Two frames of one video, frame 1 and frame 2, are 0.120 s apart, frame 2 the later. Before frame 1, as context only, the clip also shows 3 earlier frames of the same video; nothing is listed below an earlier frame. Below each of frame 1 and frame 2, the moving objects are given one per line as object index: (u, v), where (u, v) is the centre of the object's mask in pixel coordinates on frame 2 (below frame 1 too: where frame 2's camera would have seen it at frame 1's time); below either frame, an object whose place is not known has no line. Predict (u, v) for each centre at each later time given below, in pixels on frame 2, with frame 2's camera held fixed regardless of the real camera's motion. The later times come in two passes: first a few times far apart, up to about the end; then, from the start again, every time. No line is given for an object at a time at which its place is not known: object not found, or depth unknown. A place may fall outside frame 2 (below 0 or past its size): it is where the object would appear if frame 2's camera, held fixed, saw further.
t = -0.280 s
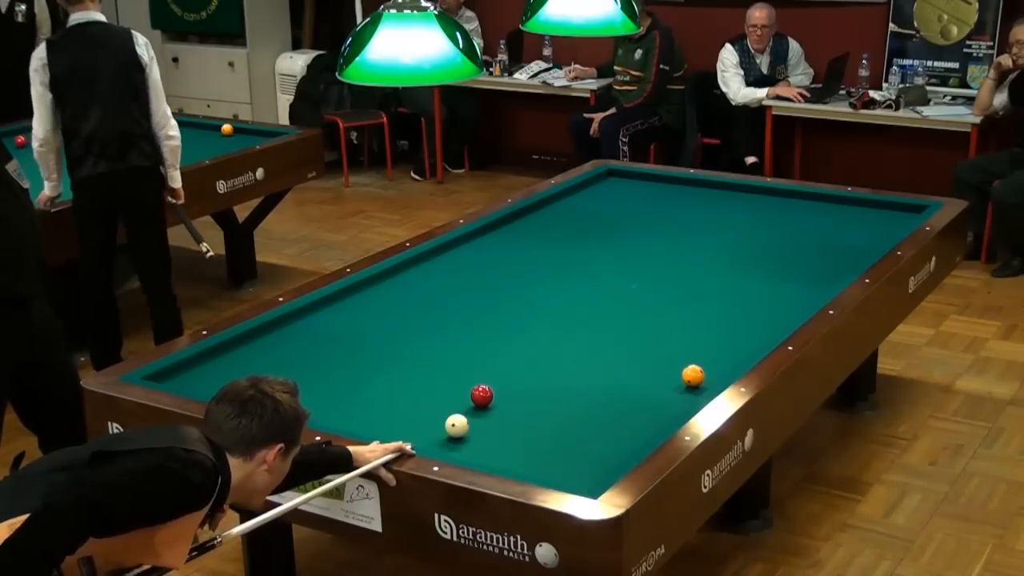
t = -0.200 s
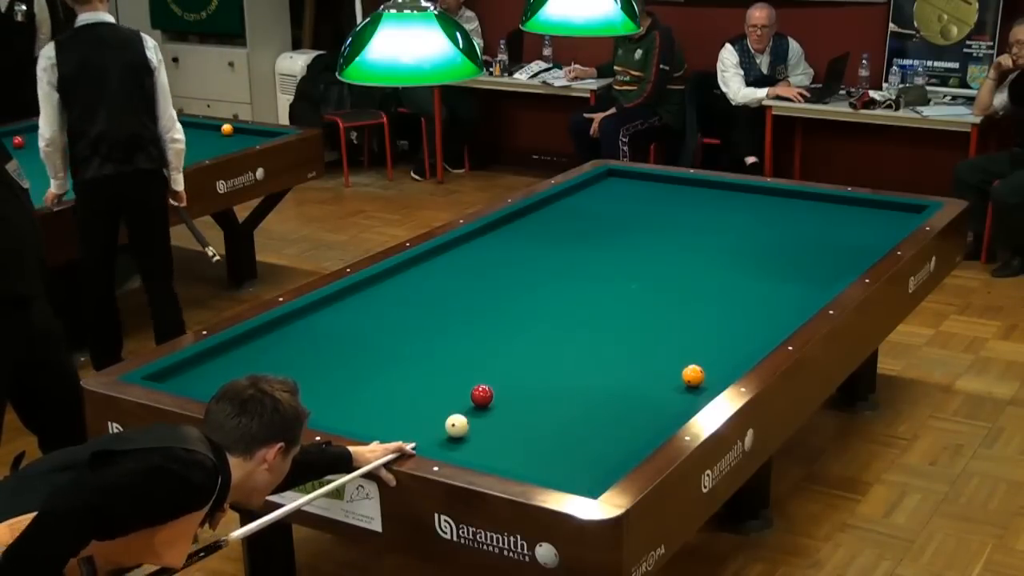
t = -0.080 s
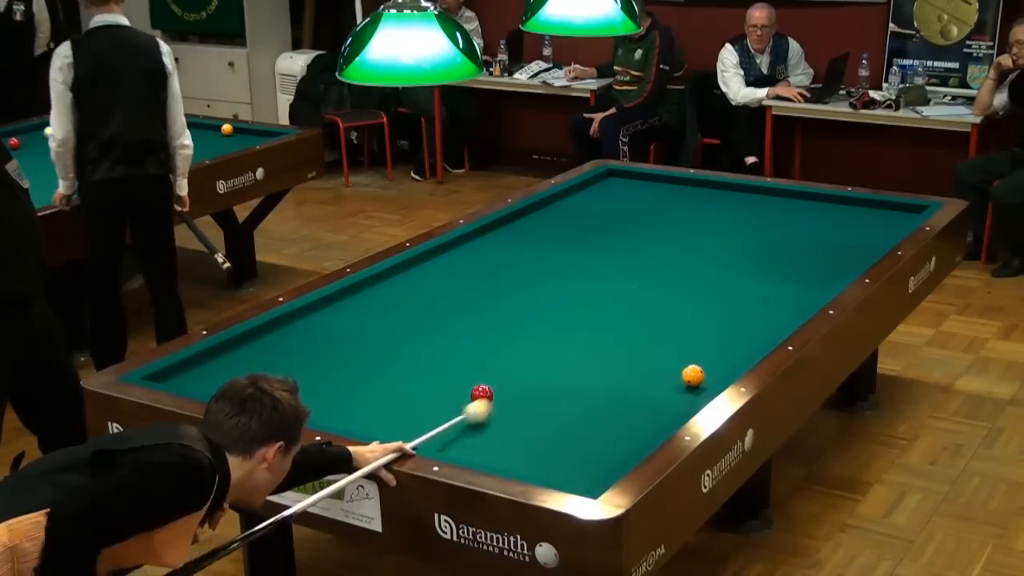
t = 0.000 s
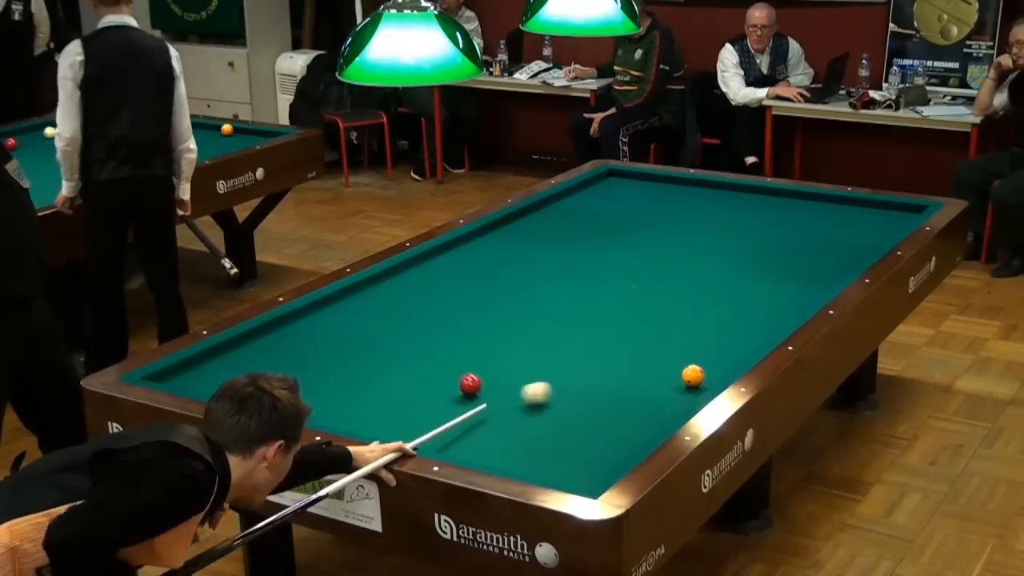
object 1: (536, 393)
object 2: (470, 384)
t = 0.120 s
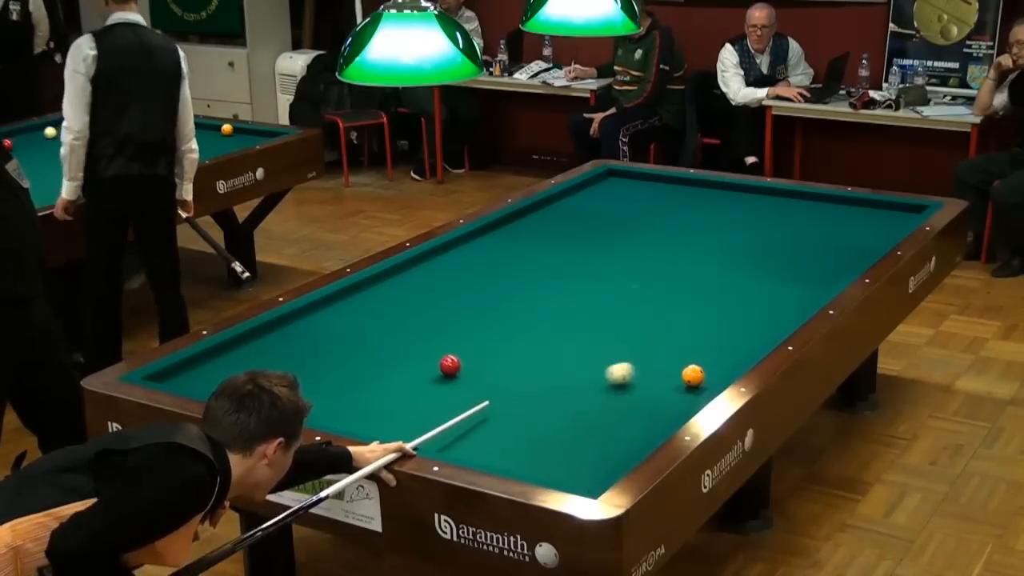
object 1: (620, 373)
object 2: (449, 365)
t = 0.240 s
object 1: (689, 354)
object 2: (433, 350)
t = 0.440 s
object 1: (768, 323)
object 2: (410, 327)
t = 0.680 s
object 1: (779, 281)
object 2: (384, 303)
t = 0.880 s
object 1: (790, 252)
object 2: (366, 285)
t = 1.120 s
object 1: (801, 222)
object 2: (411, 280)
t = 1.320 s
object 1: (809, 199)
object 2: (448, 276)
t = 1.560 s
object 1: (755, 204)
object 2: (490, 272)
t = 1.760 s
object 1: (704, 210)
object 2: (524, 269)
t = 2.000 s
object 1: (643, 217)
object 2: (564, 265)
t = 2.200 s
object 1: (592, 222)
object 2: (596, 262)
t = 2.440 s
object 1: (530, 229)
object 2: (634, 258)
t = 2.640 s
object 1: (478, 235)
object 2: (664, 255)
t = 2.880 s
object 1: (467, 250)
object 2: (699, 252)
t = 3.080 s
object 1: (461, 263)
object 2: (727, 249)
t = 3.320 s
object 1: (453, 280)
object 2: (760, 246)
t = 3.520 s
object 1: (446, 296)
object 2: (787, 244)
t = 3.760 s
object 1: (437, 315)
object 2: (817, 240)
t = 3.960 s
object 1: (429, 332)
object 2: (842, 238)
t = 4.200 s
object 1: (419, 354)
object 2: (871, 235)
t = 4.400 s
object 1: (410, 373)
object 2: (888, 231)
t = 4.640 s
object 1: (399, 398)
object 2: (884, 227)
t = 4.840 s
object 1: (388, 420)
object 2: (880, 224)
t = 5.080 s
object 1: (407, 431)
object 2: (875, 219)
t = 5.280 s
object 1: (447, 427)
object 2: (871, 215)
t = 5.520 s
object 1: (494, 422)
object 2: (867, 212)
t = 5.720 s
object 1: (531, 419)
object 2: (864, 208)
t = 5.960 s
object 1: (575, 414)
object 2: (861, 205)
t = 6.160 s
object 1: (610, 411)
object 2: (858, 202)
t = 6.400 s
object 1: (651, 406)
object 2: (854, 201)
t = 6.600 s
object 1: (680, 401)
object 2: (849, 202)
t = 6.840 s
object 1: (677, 391)
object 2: (844, 202)
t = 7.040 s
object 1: (673, 382)
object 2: (840, 203)
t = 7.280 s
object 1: (667, 373)
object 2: (837, 203)
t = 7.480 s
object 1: (661, 366)
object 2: (834, 204)
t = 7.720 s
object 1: (654, 358)
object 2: (830, 204)
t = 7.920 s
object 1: (649, 352)
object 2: (828, 204)
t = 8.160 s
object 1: (643, 344)
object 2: (826, 205)
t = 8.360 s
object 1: (638, 339)
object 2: (824, 205)
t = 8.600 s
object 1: (633, 333)
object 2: (823, 205)
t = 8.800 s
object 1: (629, 328)
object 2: (823, 205)
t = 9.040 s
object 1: (625, 322)
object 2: (822, 205)
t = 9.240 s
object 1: (622, 318)
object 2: (822, 205)
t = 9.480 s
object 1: (618, 314)
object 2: (822, 205)
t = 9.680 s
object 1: (615, 310)
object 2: (822, 205)
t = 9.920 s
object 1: (612, 307)
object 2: (822, 205)
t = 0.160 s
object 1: (644, 367)
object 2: (444, 360)
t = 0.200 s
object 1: (667, 361)
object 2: (438, 354)
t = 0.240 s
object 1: (689, 354)
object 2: (433, 350)
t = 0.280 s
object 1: (711, 349)
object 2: (428, 345)
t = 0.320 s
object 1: (732, 343)
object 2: (423, 340)
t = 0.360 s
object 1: (752, 337)
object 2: (419, 336)
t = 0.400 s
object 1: (767, 330)
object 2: (414, 331)
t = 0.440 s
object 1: (768, 323)
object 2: (410, 327)
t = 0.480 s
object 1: (769, 315)
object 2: (405, 323)
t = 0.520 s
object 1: (770, 308)
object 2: (401, 319)
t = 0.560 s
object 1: (772, 301)
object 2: (397, 315)
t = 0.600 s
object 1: (775, 294)
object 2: (392, 311)
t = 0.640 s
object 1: (777, 288)
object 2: (388, 307)
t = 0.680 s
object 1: (779, 281)
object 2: (384, 303)
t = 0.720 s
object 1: (782, 275)
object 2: (380, 299)
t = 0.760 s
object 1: (784, 269)
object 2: (377, 296)
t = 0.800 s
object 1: (786, 263)
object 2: (373, 292)
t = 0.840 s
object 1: (788, 258)
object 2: (369, 288)
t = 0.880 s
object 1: (790, 252)
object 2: (366, 285)
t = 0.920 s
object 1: (792, 247)
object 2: (370, 283)
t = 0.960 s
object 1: (794, 241)
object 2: (379, 283)
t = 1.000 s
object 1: (796, 236)
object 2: (388, 282)
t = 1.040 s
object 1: (798, 231)
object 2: (396, 282)
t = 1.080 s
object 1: (799, 226)
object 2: (404, 281)
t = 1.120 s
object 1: (801, 222)
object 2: (411, 280)
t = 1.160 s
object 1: (803, 217)
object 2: (418, 279)
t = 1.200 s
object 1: (804, 213)
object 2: (426, 279)
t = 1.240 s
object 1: (806, 208)
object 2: (433, 278)
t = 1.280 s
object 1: (808, 204)
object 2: (440, 277)
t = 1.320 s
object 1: (809, 199)
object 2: (448, 276)
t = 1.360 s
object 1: (810, 195)
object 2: (455, 276)
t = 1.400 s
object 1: (800, 196)
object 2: (462, 275)
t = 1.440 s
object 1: (789, 199)
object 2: (469, 274)
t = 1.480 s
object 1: (777, 200)
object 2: (476, 274)
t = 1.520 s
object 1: (766, 202)
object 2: (483, 273)
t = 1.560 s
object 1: (755, 204)
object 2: (490, 272)
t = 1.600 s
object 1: (745, 205)
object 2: (497, 271)
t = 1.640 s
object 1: (734, 206)
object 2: (504, 271)
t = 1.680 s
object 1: (724, 208)
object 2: (511, 270)
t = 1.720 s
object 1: (714, 209)
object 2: (518, 270)
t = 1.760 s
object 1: (704, 210)
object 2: (524, 269)
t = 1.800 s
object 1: (694, 211)
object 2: (531, 268)
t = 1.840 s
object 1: (684, 212)
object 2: (538, 268)
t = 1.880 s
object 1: (674, 213)
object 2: (544, 267)
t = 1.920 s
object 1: (663, 214)
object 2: (551, 266)
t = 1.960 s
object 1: (653, 216)
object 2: (558, 266)
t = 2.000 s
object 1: (643, 217)
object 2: (564, 265)
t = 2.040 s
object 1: (633, 218)
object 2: (571, 265)
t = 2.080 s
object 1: (623, 219)
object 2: (577, 264)
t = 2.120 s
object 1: (613, 220)
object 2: (584, 263)
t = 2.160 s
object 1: (603, 221)
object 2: (590, 263)
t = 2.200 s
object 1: (592, 222)
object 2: (596, 262)
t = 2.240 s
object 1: (582, 224)
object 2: (603, 261)
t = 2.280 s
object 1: (572, 225)
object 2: (609, 261)
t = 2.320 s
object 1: (562, 226)
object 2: (615, 260)
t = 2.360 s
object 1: (551, 227)
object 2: (622, 260)
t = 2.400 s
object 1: (541, 228)
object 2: (628, 259)
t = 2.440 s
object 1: (530, 229)
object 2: (634, 258)
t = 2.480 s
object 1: (520, 230)
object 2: (640, 258)
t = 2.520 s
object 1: (509, 231)
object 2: (646, 257)
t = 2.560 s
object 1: (499, 232)
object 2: (652, 257)
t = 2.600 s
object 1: (488, 234)
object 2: (658, 256)
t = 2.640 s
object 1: (478, 235)
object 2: (664, 255)
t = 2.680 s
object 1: (471, 236)
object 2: (670, 255)
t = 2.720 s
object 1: (471, 239)
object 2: (676, 254)
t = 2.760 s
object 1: (471, 242)
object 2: (682, 254)
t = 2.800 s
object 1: (470, 245)
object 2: (687, 253)
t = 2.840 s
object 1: (469, 247)
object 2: (693, 252)
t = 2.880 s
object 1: (467, 250)
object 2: (699, 252)
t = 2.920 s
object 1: (466, 253)
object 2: (705, 251)
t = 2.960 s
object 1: (465, 255)
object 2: (711, 251)
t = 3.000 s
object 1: (464, 258)
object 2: (716, 250)
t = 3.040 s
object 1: (462, 260)
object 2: (722, 250)
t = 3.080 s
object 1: (461, 263)
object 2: (727, 249)
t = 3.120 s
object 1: (460, 266)
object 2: (733, 249)
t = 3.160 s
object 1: (458, 269)
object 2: (739, 248)
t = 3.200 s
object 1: (457, 272)
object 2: (744, 248)
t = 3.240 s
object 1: (456, 275)
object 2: (750, 247)
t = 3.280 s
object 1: (454, 278)
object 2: (755, 247)
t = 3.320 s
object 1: (453, 280)
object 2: (760, 246)
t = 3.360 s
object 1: (452, 284)
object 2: (766, 246)
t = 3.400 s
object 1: (450, 286)
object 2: (771, 245)
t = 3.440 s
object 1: (449, 290)
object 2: (776, 244)
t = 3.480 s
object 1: (447, 292)
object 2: (781, 244)
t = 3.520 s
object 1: (446, 296)
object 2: (787, 244)
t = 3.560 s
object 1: (444, 299)
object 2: (792, 243)
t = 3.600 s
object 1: (443, 302)
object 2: (797, 243)
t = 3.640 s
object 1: (442, 305)
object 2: (802, 242)
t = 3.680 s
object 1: (440, 308)
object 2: (807, 242)
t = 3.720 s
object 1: (439, 312)
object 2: (812, 241)
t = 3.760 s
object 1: (437, 315)
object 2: (817, 240)
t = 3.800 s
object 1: (435, 318)
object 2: (822, 240)
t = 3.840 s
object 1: (434, 322)
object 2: (827, 239)
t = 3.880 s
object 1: (432, 325)
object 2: (832, 239)
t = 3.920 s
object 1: (431, 328)
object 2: (837, 239)
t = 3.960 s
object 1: (429, 332)
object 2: (842, 238)
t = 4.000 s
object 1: (427, 335)
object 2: (847, 238)
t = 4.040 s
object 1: (426, 339)
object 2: (852, 237)
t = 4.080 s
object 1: (424, 343)
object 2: (857, 237)
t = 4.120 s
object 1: (422, 346)
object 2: (861, 236)
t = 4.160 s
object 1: (421, 350)
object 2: (866, 236)
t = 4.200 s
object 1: (419, 354)
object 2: (871, 235)
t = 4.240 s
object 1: (417, 358)
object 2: (875, 235)
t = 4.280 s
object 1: (416, 361)
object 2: (880, 234)
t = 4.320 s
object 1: (414, 365)
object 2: (884, 233)
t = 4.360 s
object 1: (412, 369)
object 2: (888, 232)
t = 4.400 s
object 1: (410, 373)
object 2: (888, 231)
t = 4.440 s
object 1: (408, 377)
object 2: (888, 231)
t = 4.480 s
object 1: (406, 381)
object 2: (887, 230)
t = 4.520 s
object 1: (404, 386)
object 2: (886, 230)
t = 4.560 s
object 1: (402, 390)
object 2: (885, 229)
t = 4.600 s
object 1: (400, 394)
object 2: (884, 228)
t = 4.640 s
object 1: (399, 398)
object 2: (884, 227)
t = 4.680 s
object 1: (397, 402)
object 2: (883, 226)
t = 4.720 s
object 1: (395, 407)
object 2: (882, 226)
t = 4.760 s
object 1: (392, 411)
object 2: (881, 225)
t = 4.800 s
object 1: (390, 416)
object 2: (880, 224)
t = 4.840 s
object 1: (388, 420)
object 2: (880, 224)
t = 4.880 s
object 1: (386, 425)
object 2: (879, 223)
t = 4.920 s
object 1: (384, 428)
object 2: (878, 222)
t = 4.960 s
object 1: (382, 431)
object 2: (877, 221)
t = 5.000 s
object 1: (389, 432)
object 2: (876, 221)
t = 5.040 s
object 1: (398, 431)
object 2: (876, 220)
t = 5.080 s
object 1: (407, 431)
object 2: (875, 219)
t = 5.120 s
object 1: (415, 431)
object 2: (874, 218)
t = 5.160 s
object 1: (423, 430)
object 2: (874, 218)
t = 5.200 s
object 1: (431, 429)
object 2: (873, 217)
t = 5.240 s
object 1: (439, 428)
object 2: (872, 216)
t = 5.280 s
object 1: (447, 427)
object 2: (871, 215)
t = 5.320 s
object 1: (454, 426)
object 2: (871, 215)
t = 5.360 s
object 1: (462, 426)
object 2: (870, 214)
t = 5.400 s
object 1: (470, 425)
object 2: (869, 214)
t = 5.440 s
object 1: (478, 424)
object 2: (869, 213)
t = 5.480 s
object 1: (486, 423)
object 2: (868, 212)
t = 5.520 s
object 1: (494, 422)
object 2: (867, 212)
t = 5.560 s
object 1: (501, 422)
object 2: (867, 211)
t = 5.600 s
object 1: (509, 421)
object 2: (866, 210)
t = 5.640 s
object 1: (516, 420)
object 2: (866, 210)
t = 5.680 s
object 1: (524, 419)
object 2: (865, 209)
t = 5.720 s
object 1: (531, 419)
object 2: (864, 208)
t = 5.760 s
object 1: (539, 418)
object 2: (864, 208)
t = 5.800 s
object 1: (546, 417)
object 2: (863, 207)
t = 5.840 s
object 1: (553, 417)
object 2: (862, 207)
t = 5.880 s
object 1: (561, 416)
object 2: (862, 206)
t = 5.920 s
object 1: (568, 415)
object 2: (861, 206)
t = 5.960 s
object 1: (575, 414)
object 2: (861, 205)
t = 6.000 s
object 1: (582, 413)
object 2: (860, 204)
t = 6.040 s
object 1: (589, 412)
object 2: (860, 204)
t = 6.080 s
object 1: (596, 412)
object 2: (859, 204)
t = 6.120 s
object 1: (603, 411)
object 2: (859, 203)
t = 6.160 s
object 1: (610, 411)
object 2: (858, 202)
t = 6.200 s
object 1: (617, 410)
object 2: (858, 202)
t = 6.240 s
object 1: (624, 409)
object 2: (857, 201)
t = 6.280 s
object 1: (630, 408)
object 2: (857, 201)
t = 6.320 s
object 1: (637, 407)
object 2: (855, 201)
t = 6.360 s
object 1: (644, 407)
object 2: (855, 201)
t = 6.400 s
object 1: (651, 406)
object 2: (854, 201)
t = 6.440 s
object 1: (658, 406)
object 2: (853, 201)
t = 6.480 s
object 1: (664, 405)
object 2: (852, 201)
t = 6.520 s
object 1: (670, 404)
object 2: (851, 201)
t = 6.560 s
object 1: (676, 402)
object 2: (850, 201)
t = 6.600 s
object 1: (680, 401)
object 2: (849, 202)
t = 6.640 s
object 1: (680, 399)
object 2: (848, 202)
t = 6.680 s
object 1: (679, 398)
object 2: (847, 202)
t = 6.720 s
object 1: (679, 396)
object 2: (846, 202)
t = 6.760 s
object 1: (678, 394)
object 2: (846, 202)
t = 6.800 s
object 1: (677, 393)
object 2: (845, 202)
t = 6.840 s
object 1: (677, 391)
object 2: (844, 202)
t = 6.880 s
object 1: (676, 389)
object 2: (844, 202)
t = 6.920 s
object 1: (676, 388)
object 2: (843, 202)
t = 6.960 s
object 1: (675, 386)
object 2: (842, 202)
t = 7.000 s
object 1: (674, 384)
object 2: (841, 202)
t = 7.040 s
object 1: (673, 382)
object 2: (840, 203)
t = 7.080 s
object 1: (673, 381)
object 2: (840, 203)
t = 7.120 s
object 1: (672, 379)
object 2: (839, 203)
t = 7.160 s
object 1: (672, 378)
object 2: (838, 203)
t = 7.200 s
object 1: (670, 376)
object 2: (838, 203)
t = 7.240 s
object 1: (668, 374)
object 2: (837, 203)
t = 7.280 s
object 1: (667, 373)
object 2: (837, 203)
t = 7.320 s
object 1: (666, 371)
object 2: (836, 203)
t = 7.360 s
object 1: (664, 370)
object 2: (836, 203)
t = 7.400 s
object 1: (663, 368)
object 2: (835, 204)
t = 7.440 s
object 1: (662, 367)
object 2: (834, 204)
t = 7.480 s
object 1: (661, 366)
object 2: (834, 204)
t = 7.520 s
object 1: (660, 364)
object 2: (833, 204)
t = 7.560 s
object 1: (658, 363)
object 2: (832, 204)
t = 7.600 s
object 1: (657, 362)
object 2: (832, 204)
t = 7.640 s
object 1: (656, 360)
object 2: (831, 204)
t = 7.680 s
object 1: (655, 359)
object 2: (831, 204)
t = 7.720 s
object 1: (654, 358)
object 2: (830, 204)
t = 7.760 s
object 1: (653, 356)
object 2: (830, 204)
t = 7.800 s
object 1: (652, 355)
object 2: (829, 204)
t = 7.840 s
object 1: (651, 354)
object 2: (829, 204)
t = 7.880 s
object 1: (650, 353)
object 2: (829, 204)
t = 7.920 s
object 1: (649, 352)
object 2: (828, 204)
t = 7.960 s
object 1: (648, 350)
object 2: (828, 204)
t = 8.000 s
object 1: (646, 349)
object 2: (828, 204)
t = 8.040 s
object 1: (646, 348)
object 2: (827, 204)
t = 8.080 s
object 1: (645, 347)
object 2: (827, 204)
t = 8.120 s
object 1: (644, 345)
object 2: (826, 205)
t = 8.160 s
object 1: (643, 344)
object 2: (826, 205)
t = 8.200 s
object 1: (642, 343)
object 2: (826, 205)
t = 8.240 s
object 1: (641, 342)
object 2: (825, 205)
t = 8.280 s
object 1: (640, 341)
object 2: (825, 205)
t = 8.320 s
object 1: (639, 340)
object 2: (825, 205)
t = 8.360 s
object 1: (638, 339)
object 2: (824, 205)
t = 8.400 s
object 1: (637, 338)
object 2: (824, 205)
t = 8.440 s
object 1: (636, 337)
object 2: (824, 205)
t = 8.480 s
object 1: (636, 336)
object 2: (824, 205)
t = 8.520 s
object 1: (635, 335)
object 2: (824, 205)
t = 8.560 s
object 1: (634, 334)
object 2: (823, 205)
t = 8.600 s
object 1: (633, 333)
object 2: (823, 205)
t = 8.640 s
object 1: (632, 332)
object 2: (823, 205)
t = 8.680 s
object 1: (632, 331)
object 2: (823, 205)
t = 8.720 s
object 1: (631, 330)
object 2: (823, 205)
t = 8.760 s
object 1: (630, 329)
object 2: (823, 205)
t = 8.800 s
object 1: (629, 328)
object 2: (823, 205)
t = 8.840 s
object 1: (629, 327)
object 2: (823, 205)
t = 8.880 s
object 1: (628, 326)
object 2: (822, 205)
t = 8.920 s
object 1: (627, 325)
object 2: (822, 205)
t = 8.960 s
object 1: (627, 324)
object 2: (822, 205)
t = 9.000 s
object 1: (626, 323)
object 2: (822, 205)
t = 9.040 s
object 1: (625, 322)
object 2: (822, 205)
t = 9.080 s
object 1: (624, 322)
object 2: (822, 205)
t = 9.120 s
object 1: (624, 321)
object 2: (822, 205)
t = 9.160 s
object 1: (623, 320)
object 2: (822, 205)
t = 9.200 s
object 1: (622, 319)
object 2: (822, 205)
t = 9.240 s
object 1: (622, 318)
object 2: (822, 205)
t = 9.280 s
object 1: (621, 318)
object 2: (822, 205)
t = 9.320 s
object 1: (621, 317)
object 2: (822, 205)
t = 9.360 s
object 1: (620, 316)
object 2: (822, 205)
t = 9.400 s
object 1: (619, 315)
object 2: (822, 205)
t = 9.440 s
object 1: (619, 315)
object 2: (822, 205)
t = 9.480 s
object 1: (618, 314)
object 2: (822, 205)
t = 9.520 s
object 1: (618, 313)
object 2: (822, 205)
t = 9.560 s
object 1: (617, 312)
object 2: (822, 205)
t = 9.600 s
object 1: (616, 312)
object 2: (822, 205)
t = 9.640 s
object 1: (616, 311)
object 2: (822, 205)
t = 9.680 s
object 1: (615, 310)
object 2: (822, 205)
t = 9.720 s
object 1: (615, 310)
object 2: (822, 205)
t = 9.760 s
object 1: (614, 309)
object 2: (822, 205)
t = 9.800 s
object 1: (614, 308)
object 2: (822, 205)
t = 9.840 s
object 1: (613, 308)
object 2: (822, 205)
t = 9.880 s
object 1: (613, 307)
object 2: (822, 205)
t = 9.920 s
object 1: (612, 307)
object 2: (822, 205)
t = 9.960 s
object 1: (612, 306)
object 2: (822, 205)
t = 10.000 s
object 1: (611, 305)
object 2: (822, 205)
